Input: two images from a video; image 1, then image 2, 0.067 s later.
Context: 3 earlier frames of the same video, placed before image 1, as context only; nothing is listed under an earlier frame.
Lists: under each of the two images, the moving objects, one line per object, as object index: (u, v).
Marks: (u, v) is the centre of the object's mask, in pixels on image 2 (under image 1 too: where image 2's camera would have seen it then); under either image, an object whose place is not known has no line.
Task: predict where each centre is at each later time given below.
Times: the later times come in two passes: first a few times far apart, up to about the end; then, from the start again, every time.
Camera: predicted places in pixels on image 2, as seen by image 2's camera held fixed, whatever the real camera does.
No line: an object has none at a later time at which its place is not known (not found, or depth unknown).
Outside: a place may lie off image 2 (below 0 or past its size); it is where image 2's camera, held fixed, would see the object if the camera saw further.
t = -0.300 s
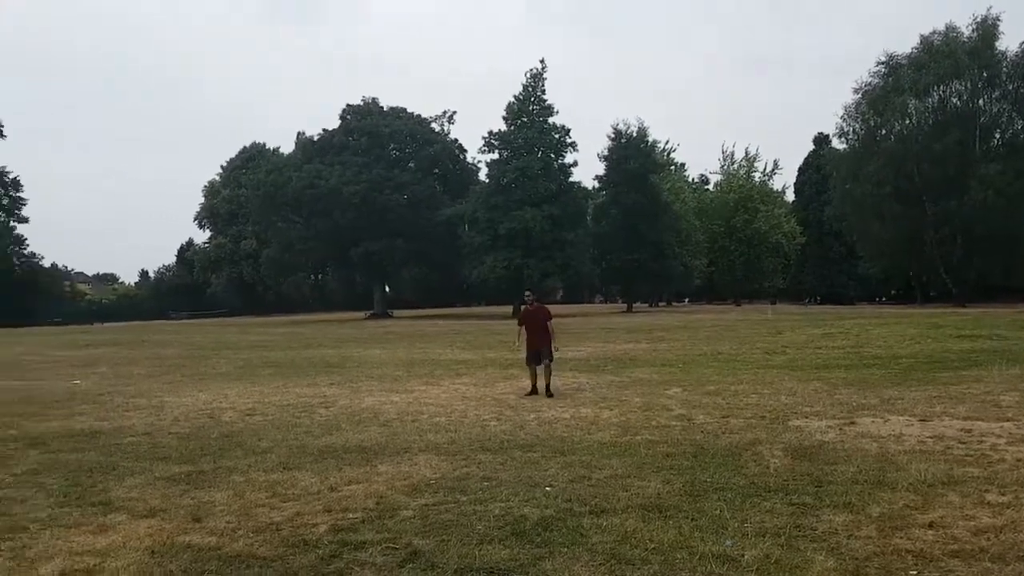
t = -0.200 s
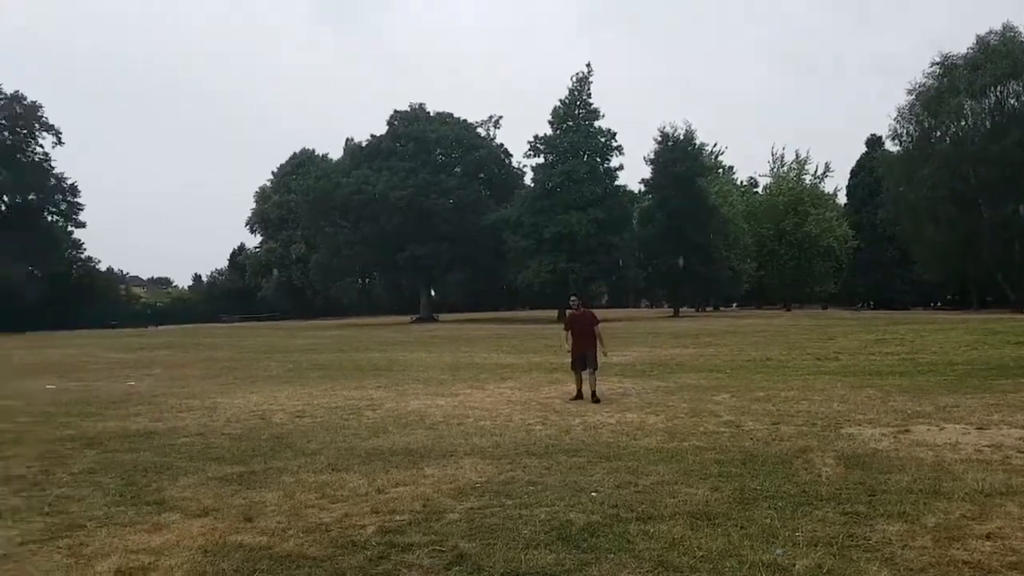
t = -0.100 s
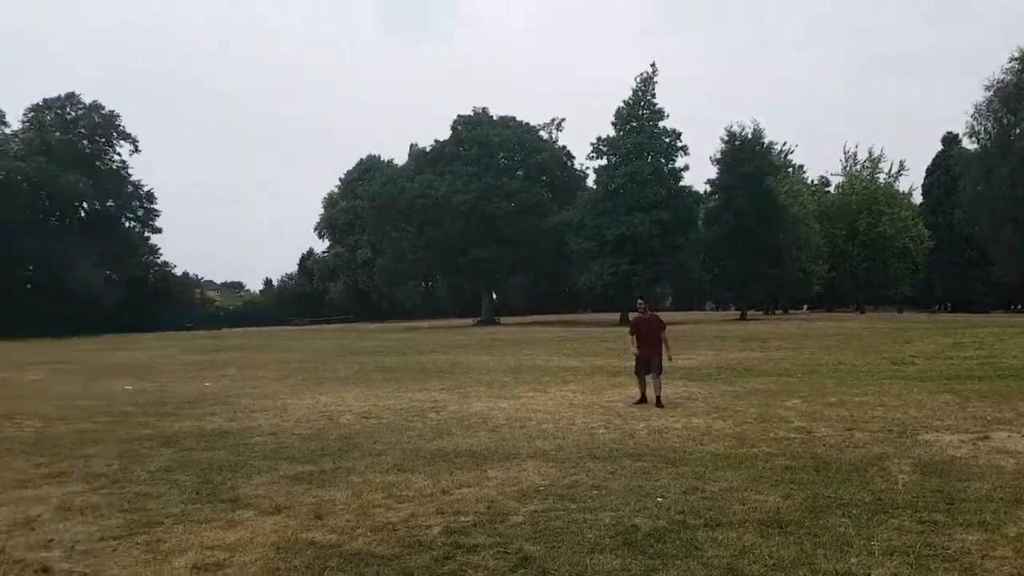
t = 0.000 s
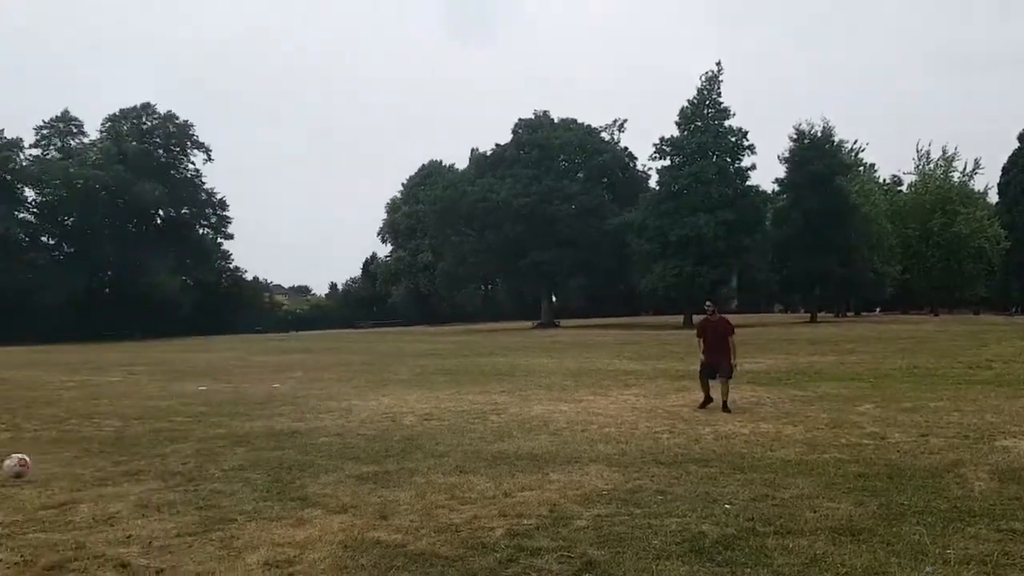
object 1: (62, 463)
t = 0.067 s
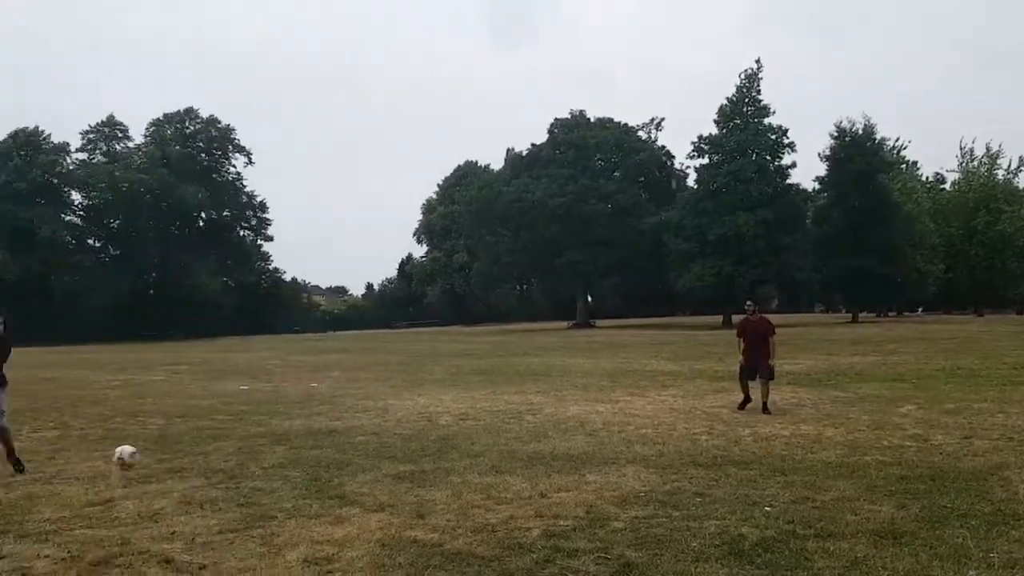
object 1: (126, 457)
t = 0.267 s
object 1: (315, 468)
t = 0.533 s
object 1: (540, 463)
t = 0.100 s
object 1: (157, 455)
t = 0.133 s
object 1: (189, 454)
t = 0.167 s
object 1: (220, 457)
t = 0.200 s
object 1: (250, 458)
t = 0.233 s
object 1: (284, 464)
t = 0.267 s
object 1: (315, 468)
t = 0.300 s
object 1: (344, 468)
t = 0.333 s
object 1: (373, 467)
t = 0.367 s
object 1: (400, 465)
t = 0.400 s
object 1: (430, 466)
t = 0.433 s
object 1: (460, 468)
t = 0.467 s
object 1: (486, 466)
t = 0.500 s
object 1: (513, 464)
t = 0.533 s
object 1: (540, 463)
